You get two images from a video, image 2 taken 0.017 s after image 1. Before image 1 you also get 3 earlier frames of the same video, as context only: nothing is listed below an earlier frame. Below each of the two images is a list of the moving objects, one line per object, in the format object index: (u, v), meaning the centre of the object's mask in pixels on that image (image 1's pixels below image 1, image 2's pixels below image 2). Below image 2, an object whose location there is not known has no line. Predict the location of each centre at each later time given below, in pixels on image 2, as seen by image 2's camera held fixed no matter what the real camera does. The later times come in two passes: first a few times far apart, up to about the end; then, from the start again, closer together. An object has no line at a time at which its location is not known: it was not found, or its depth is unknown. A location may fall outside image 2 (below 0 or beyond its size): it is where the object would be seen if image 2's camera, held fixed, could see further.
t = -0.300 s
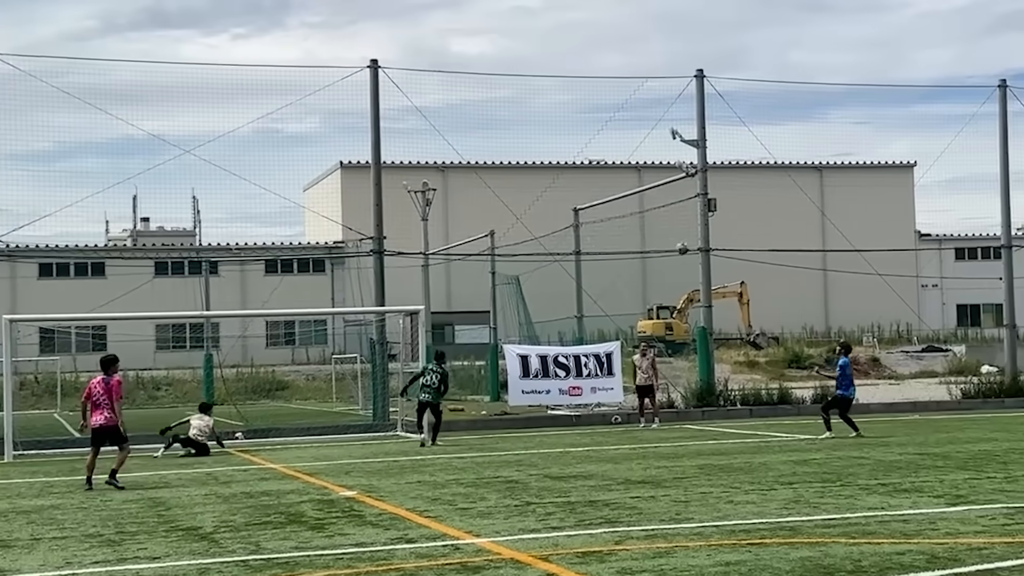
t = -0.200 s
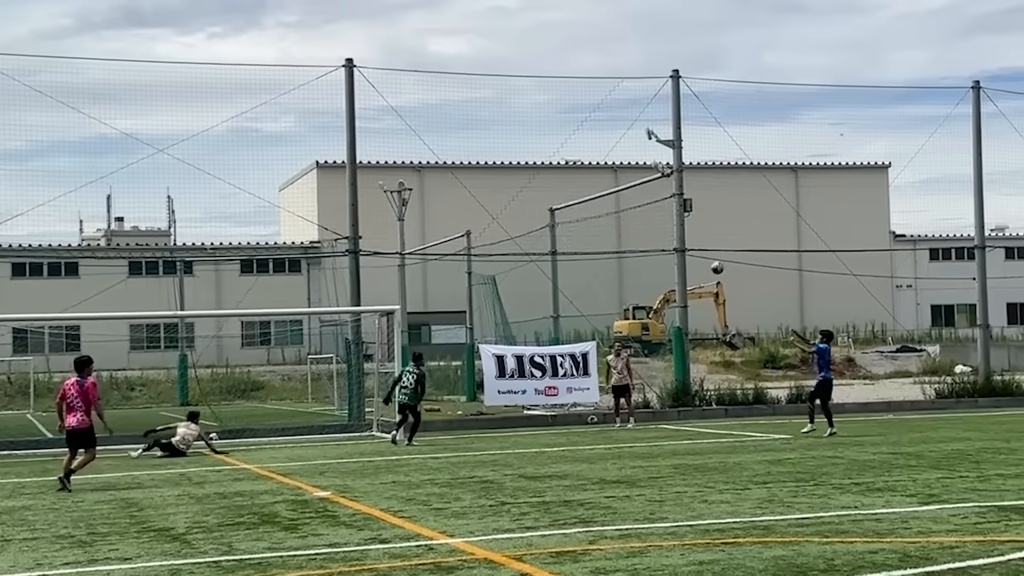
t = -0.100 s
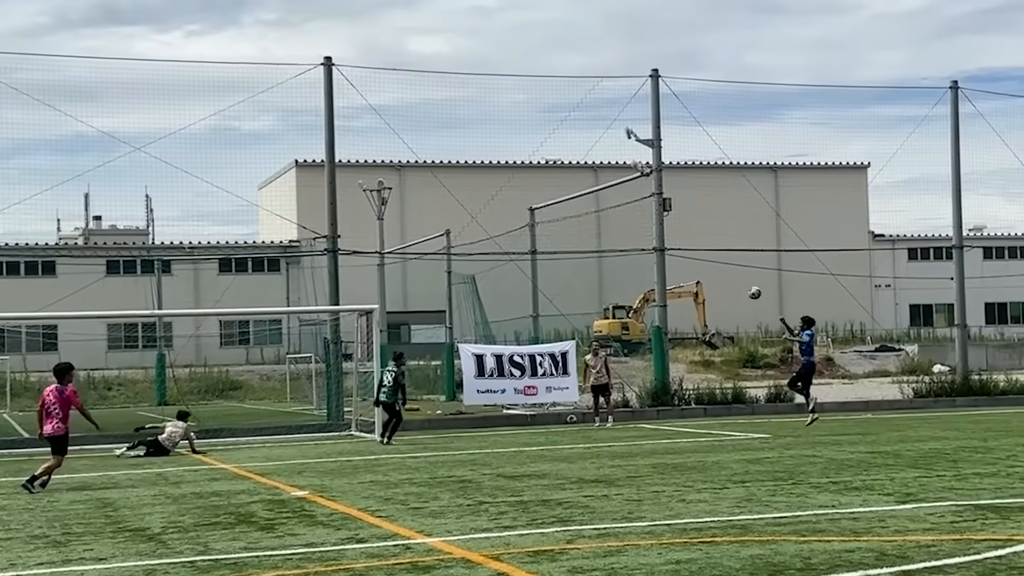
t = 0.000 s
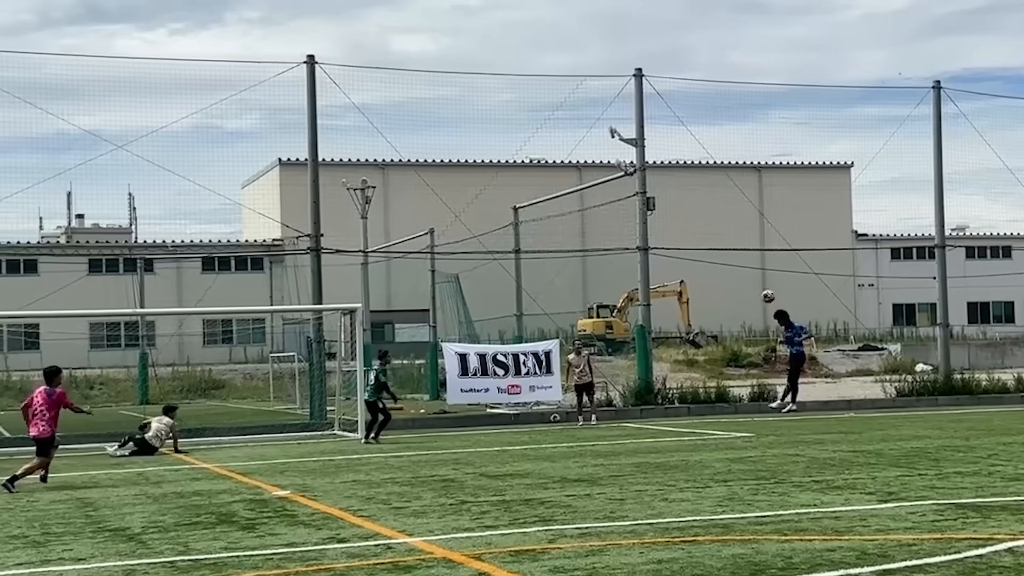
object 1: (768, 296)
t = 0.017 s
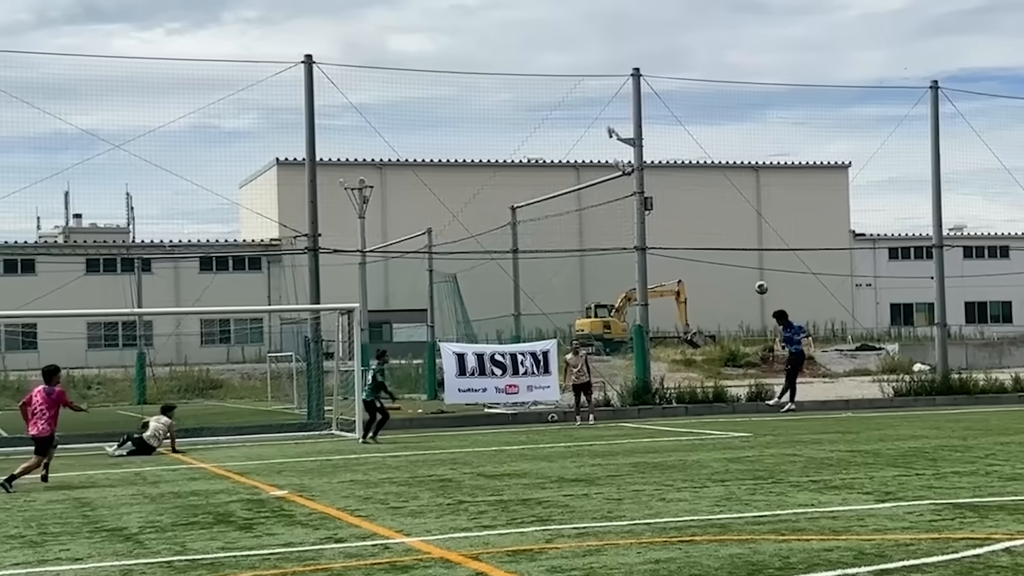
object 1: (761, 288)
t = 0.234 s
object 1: (707, 190)
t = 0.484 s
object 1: (648, 106)
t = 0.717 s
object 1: (595, 56)
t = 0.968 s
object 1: (538, 38)
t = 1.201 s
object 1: (483, 57)
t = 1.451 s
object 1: (420, 119)
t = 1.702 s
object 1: (352, 229)
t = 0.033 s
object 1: (757, 280)
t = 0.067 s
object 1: (748, 263)
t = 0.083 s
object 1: (744, 255)
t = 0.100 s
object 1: (739, 248)
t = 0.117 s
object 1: (736, 239)
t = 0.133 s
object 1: (731, 232)
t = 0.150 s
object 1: (727, 225)
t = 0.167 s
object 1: (723, 217)
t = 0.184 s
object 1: (719, 210)
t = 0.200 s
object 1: (715, 203)
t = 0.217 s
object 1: (711, 197)
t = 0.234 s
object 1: (707, 190)
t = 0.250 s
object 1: (702, 183)
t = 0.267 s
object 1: (698, 176)
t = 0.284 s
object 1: (694, 170)
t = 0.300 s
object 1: (691, 164)
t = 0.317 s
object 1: (687, 159)
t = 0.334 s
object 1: (683, 153)
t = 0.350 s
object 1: (679, 147)
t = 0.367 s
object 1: (675, 141)
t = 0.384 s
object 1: (672, 136)
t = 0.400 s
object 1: (667, 130)
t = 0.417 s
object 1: (663, 125)
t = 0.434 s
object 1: (659, 120)
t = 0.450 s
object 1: (656, 115)
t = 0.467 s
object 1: (652, 111)
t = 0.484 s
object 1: (648, 106)
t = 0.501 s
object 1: (644, 101)
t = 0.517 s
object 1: (640, 96)
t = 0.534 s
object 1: (636, 92)
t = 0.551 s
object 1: (632, 89)
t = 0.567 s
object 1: (628, 85)
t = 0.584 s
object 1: (625, 81)
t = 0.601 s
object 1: (621, 78)
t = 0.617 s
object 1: (618, 74)
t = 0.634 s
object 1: (614, 71)
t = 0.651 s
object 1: (610, 68)
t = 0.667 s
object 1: (606, 64)
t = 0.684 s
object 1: (602, 62)
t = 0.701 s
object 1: (598, 59)
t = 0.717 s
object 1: (595, 56)
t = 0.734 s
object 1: (591, 54)
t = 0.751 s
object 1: (587, 52)
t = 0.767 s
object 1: (583, 50)
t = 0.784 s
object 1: (579, 48)
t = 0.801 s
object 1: (576, 46)
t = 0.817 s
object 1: (572, 44)
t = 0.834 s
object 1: (568, 43)
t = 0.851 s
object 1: (564, 42)
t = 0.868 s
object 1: (560, 41)
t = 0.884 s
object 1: (557, 40)
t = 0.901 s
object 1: (553, 39)
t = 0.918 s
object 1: (549, 39)
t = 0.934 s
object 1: (545, 38)
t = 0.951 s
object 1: (541, 38)
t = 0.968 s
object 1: (538, 38)
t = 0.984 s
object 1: (534, 38)
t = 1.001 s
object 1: (530, 38)
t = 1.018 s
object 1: (526, 39)
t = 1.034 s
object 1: (522, 39)
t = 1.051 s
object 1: (518, 40)
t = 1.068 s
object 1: (514, 41)
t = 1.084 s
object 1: (510, 43)
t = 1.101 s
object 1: (506, 44)
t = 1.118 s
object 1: (503, 46)
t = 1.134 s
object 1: (499, 47)
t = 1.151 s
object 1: (495, 49)
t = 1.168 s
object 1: (491, 51)
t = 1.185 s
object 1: (487, 54)
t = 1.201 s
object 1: (483, 57)
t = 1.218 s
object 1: (478, 59)
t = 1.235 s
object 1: (474, 62)
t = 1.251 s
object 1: (470, 65)
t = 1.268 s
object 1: (467, 69)
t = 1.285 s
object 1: (462, 72)
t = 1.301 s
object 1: (458, 76)
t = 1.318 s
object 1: (454, 80)
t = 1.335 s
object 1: (450, 84)
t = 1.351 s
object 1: (446, 88)
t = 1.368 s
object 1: (442, 93)
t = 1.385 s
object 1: (437, 98)
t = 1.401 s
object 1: (433, 102)
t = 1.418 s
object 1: (429, 108)
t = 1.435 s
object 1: (424, 113)
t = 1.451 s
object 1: (420, 119)
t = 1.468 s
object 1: (416, 125)
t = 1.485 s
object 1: (411, 131)
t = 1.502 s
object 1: (407, 137)
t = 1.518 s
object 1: (402, 144)
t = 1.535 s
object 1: (398, 151)
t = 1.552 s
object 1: (394, 157)
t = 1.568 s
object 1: (388, 165)
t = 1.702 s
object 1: (352, 229)
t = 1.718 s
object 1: (347, 238)
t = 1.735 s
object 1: (342, 247)
